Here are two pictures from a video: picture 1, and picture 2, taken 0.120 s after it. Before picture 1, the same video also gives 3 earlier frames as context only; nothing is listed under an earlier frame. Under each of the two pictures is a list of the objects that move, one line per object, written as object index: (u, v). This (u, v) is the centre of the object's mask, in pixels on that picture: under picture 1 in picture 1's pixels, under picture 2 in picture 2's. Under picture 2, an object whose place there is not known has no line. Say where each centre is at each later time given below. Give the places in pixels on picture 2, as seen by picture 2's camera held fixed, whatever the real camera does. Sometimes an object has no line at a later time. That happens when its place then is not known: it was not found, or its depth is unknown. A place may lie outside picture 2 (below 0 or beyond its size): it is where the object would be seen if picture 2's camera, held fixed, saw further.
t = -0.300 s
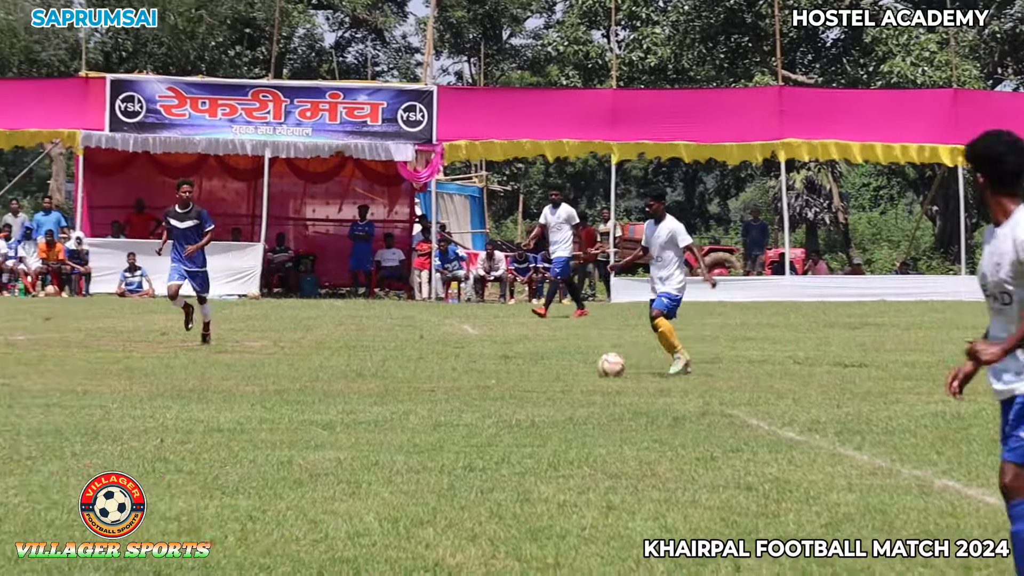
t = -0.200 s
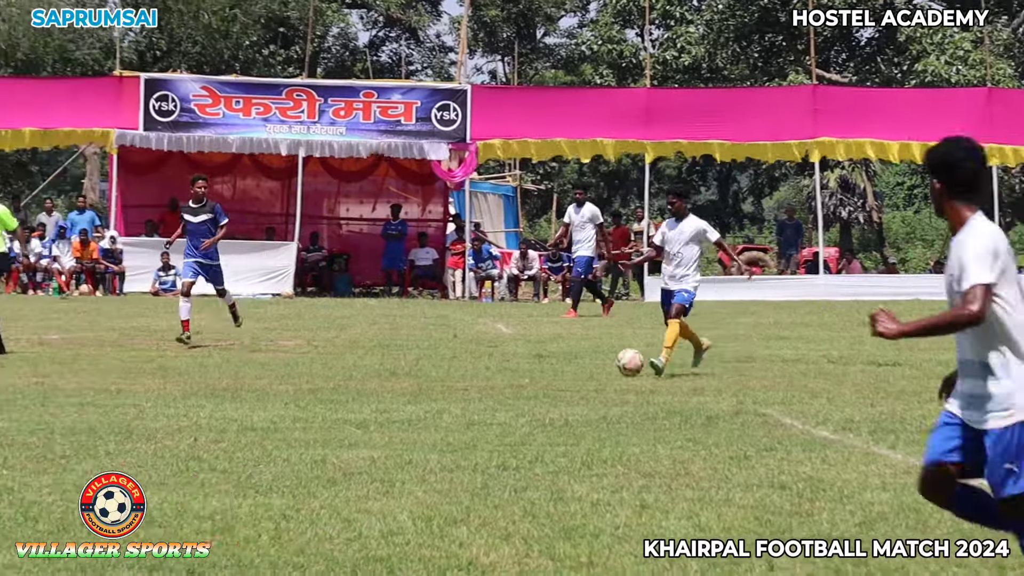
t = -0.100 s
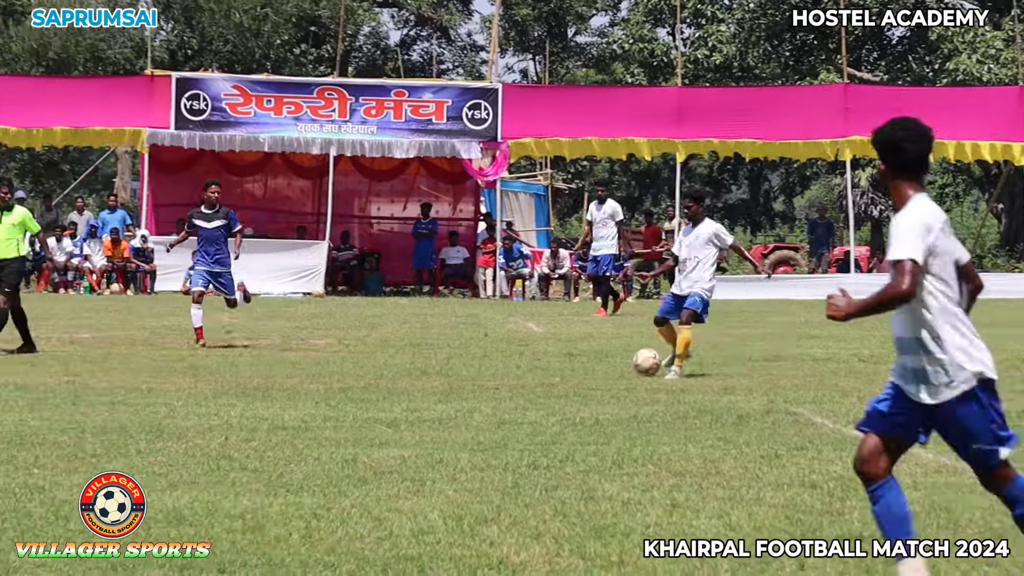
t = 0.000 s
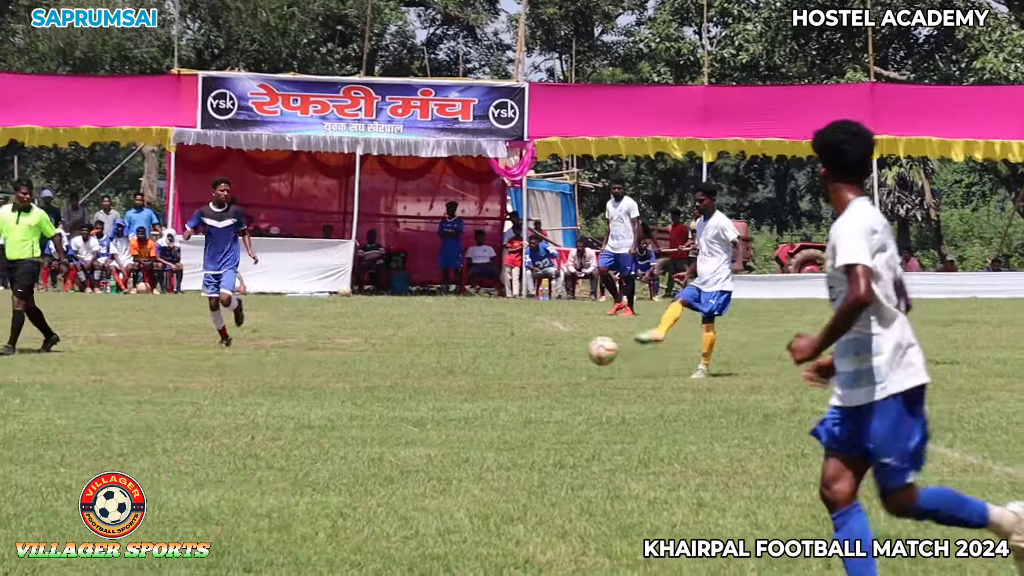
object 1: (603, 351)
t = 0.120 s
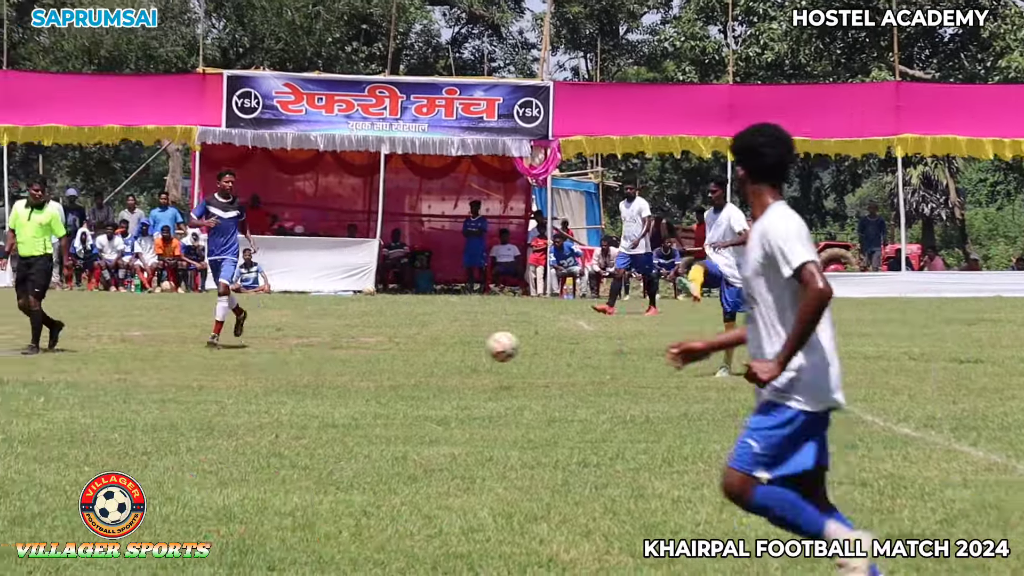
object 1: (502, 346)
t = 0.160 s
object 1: (458, 351)
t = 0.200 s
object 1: (415, 358)
